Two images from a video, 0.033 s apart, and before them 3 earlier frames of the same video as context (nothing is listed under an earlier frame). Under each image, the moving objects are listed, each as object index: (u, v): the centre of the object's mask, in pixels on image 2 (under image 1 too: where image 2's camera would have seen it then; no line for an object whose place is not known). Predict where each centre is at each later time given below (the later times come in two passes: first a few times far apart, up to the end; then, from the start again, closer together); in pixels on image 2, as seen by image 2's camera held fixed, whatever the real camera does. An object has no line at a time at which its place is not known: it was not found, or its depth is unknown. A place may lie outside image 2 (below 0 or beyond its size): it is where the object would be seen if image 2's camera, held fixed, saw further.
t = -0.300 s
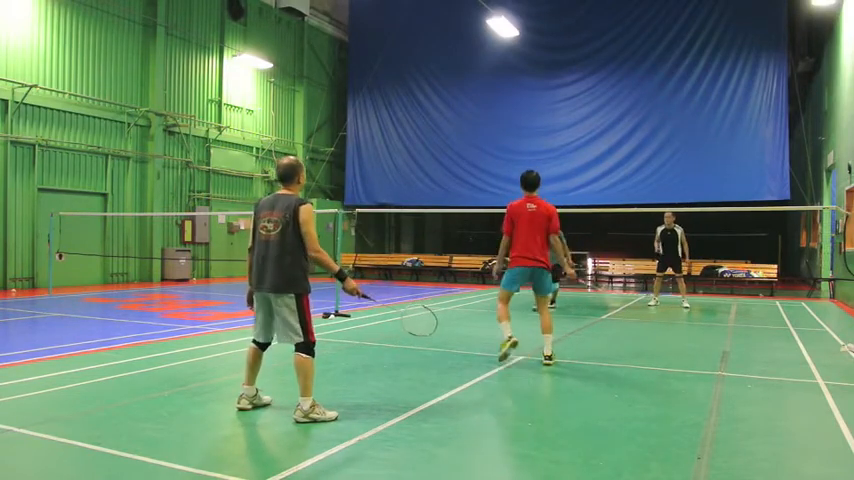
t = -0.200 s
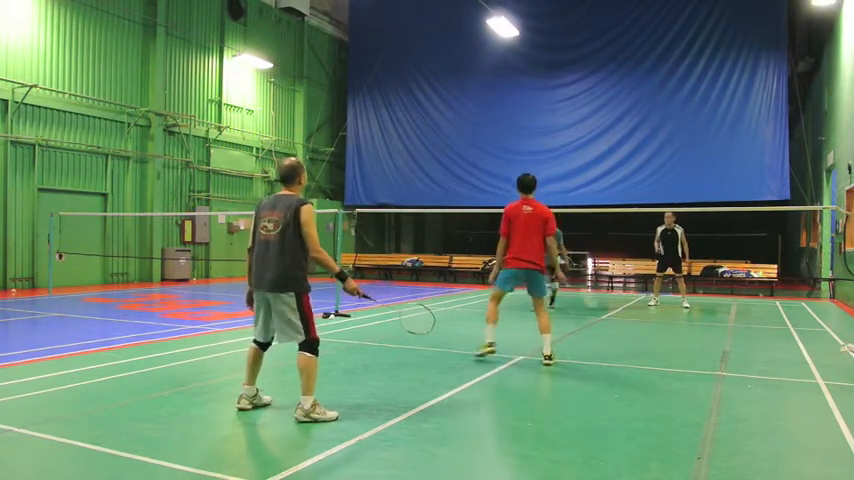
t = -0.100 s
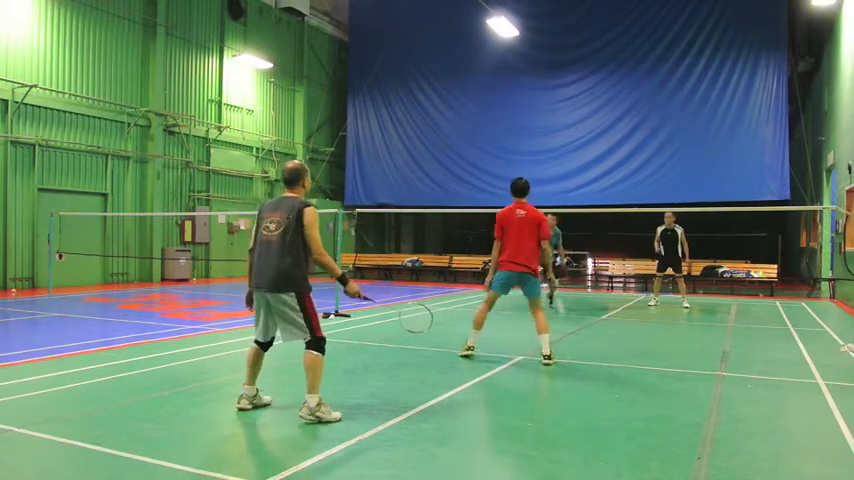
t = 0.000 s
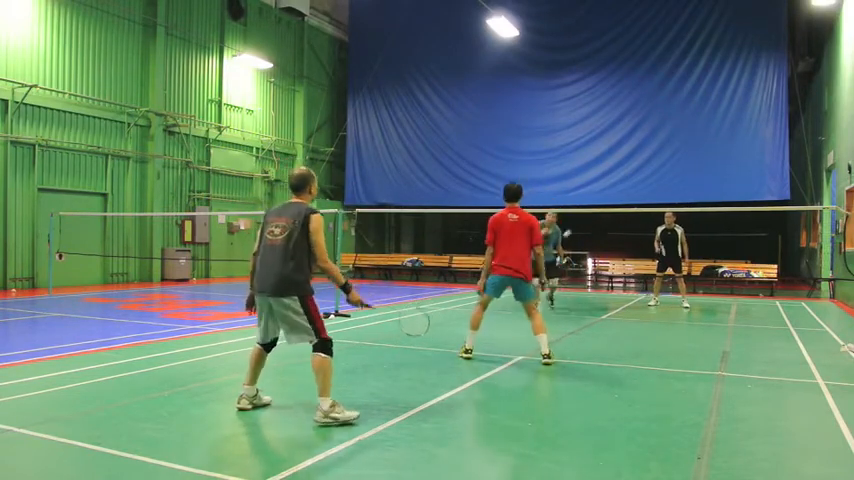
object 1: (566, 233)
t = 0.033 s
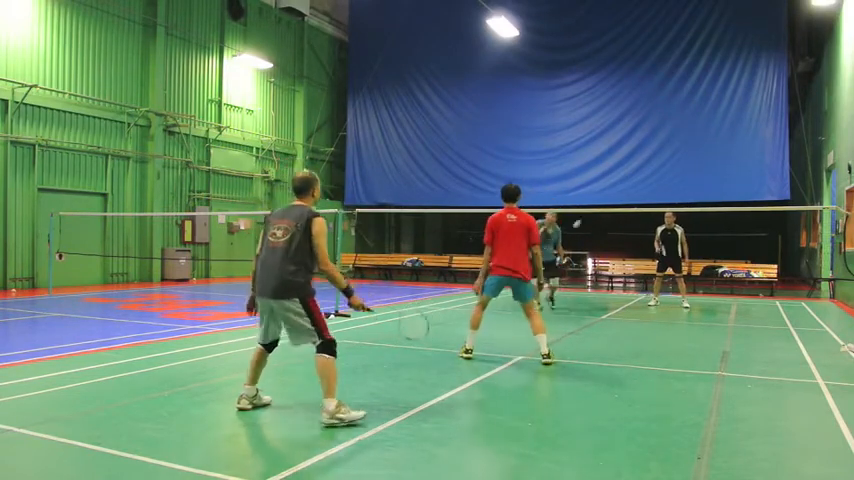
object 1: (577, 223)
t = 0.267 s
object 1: (641, 172)
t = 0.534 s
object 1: (718, 176)
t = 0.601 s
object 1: (738, 190)
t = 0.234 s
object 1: (632, 177)
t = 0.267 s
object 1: (641, 172)
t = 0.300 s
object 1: (651, 168)
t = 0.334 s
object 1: (660, 166)
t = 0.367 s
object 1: (669, 165)
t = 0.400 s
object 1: (679, 164)
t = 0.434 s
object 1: (688, 165)
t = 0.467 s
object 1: (698, 167)
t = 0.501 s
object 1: (708, 170)
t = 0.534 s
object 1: (718, 176)
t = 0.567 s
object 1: (728, 182)
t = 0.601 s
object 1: (738, 190)
